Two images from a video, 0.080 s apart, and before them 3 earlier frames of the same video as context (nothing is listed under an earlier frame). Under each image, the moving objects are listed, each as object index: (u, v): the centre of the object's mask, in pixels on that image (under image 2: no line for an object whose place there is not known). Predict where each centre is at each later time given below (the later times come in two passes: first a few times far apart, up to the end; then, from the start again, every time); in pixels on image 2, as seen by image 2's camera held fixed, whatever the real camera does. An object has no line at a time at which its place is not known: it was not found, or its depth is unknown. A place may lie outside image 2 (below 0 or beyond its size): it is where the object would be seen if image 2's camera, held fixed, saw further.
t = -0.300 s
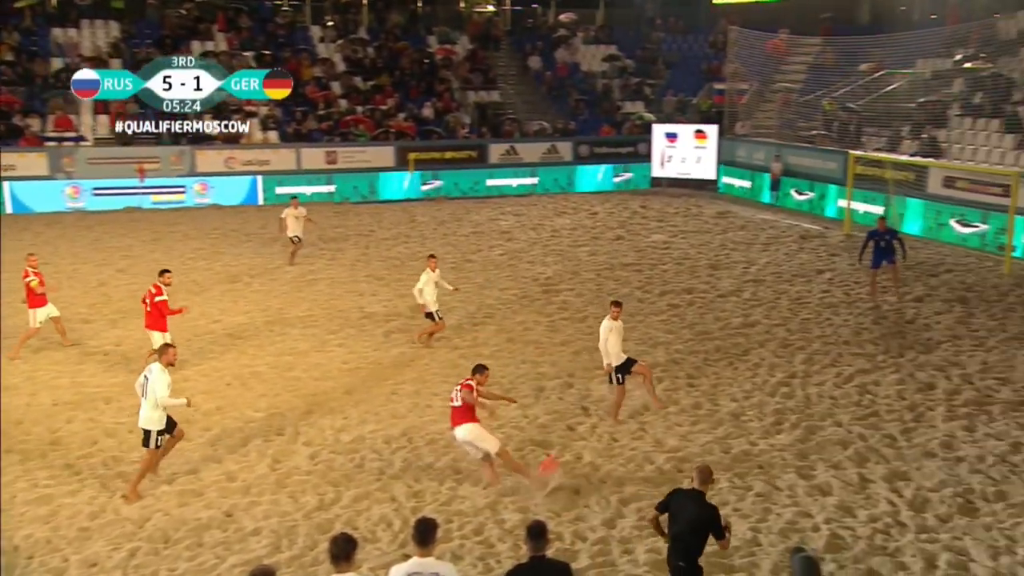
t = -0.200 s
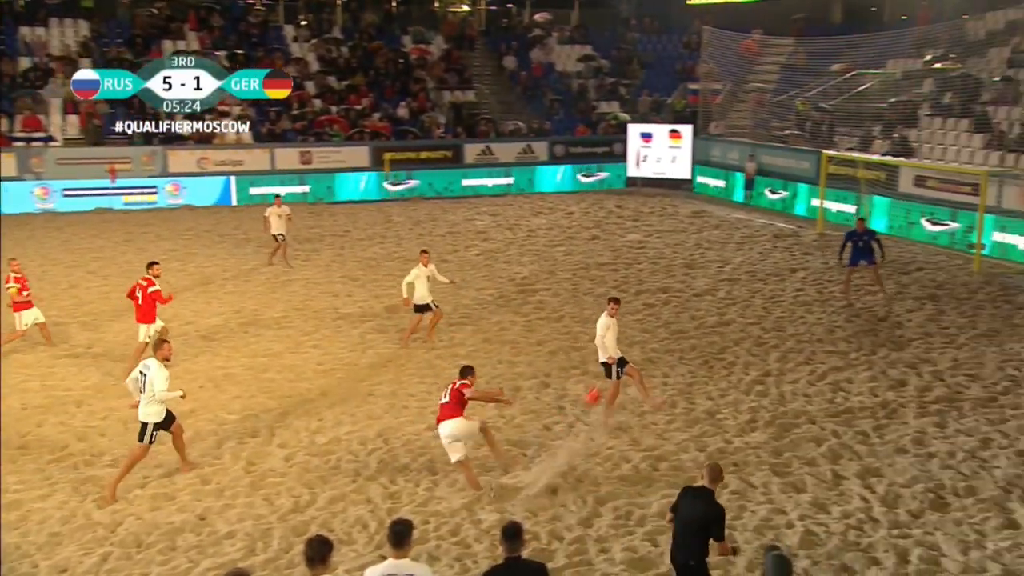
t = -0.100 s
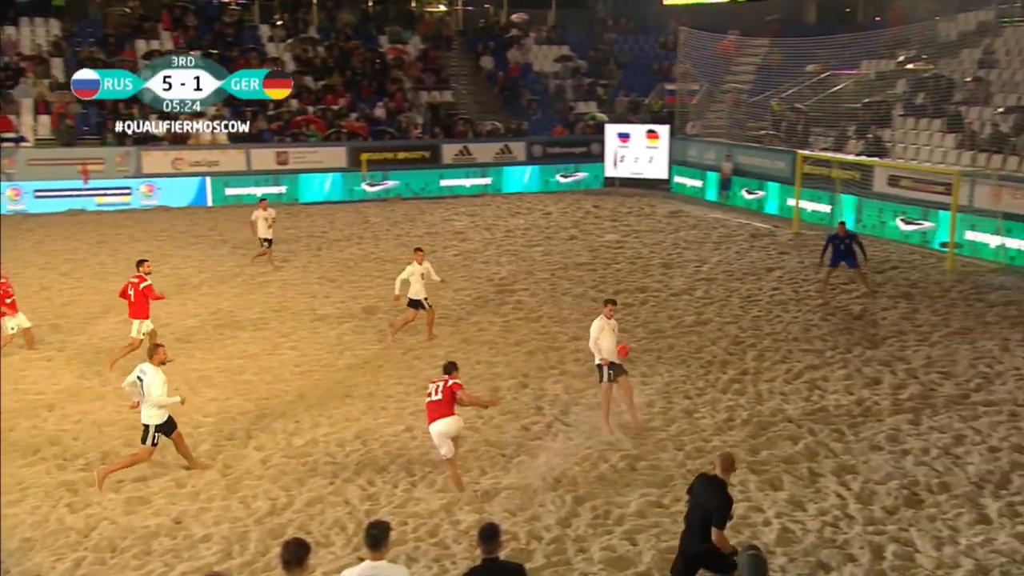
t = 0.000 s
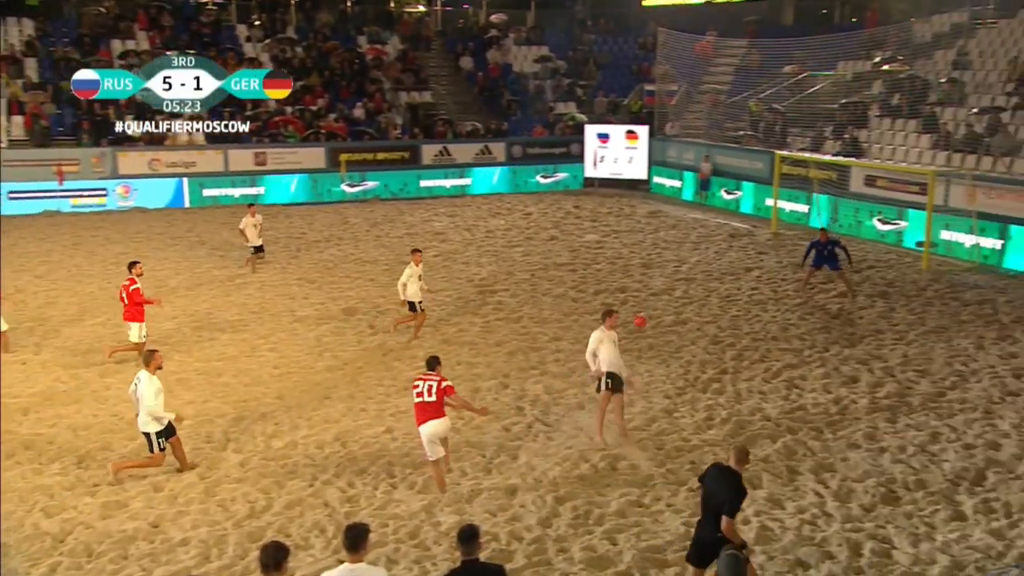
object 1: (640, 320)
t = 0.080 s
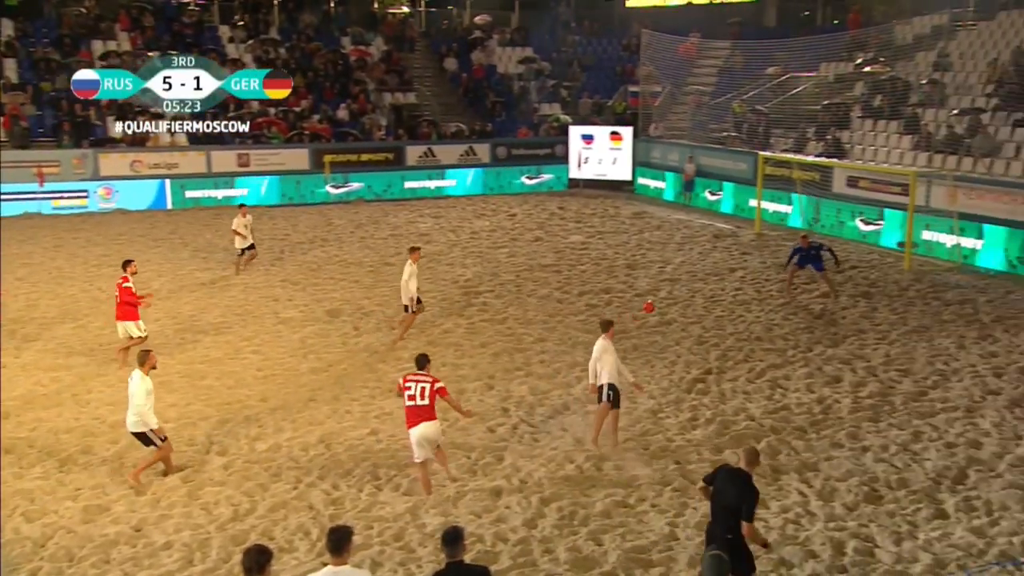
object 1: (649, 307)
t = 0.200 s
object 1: (675, 296)
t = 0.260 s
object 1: (686, 293)
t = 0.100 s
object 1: (653, 304)
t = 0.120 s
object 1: (659, 301)
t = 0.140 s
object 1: (663, 299)
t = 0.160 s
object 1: (667, 298)
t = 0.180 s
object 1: (671, 297)
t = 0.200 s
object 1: (675, 296)
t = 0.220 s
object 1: (679, 294)
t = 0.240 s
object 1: (682, 294)
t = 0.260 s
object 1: (686, 293)
